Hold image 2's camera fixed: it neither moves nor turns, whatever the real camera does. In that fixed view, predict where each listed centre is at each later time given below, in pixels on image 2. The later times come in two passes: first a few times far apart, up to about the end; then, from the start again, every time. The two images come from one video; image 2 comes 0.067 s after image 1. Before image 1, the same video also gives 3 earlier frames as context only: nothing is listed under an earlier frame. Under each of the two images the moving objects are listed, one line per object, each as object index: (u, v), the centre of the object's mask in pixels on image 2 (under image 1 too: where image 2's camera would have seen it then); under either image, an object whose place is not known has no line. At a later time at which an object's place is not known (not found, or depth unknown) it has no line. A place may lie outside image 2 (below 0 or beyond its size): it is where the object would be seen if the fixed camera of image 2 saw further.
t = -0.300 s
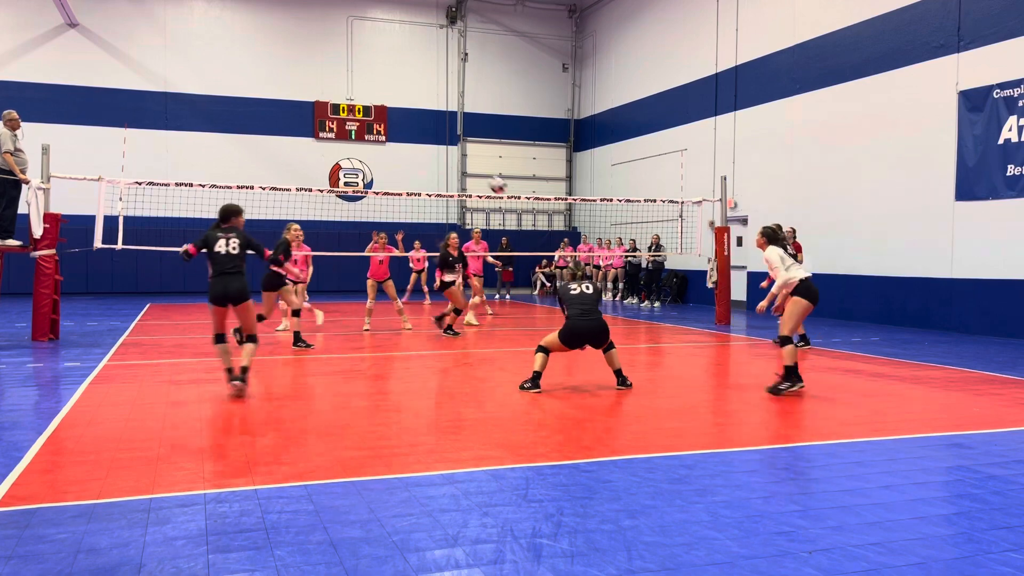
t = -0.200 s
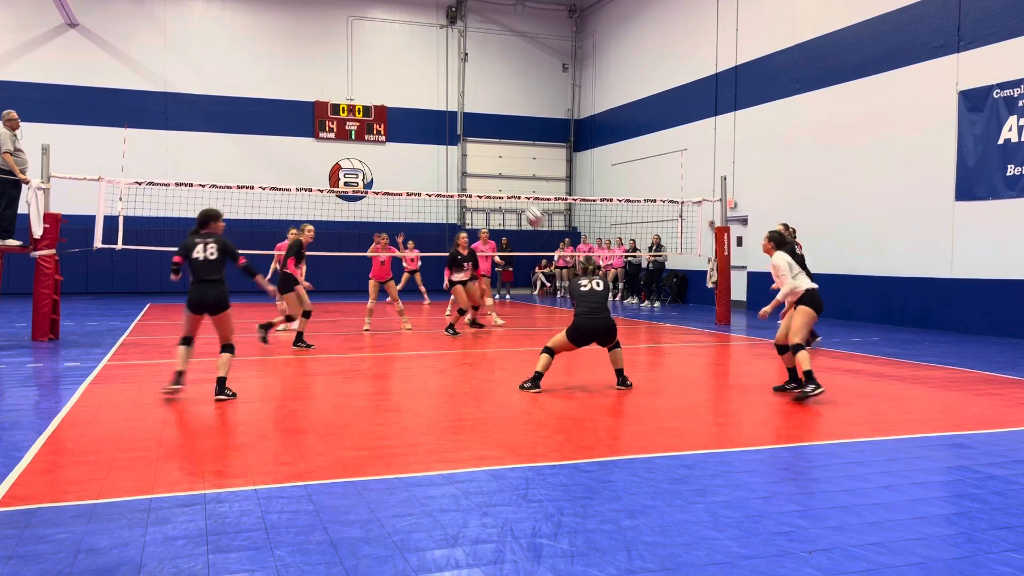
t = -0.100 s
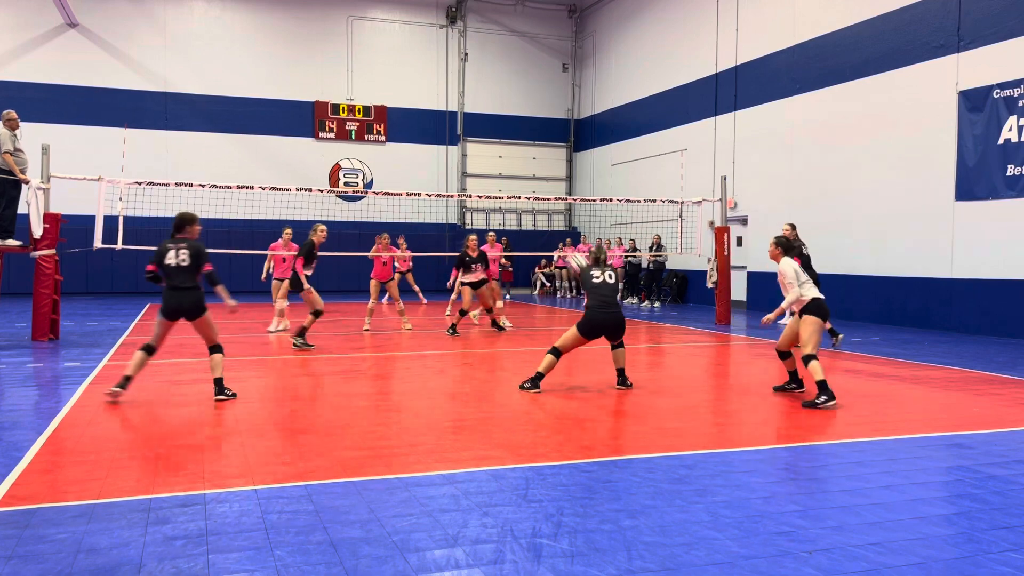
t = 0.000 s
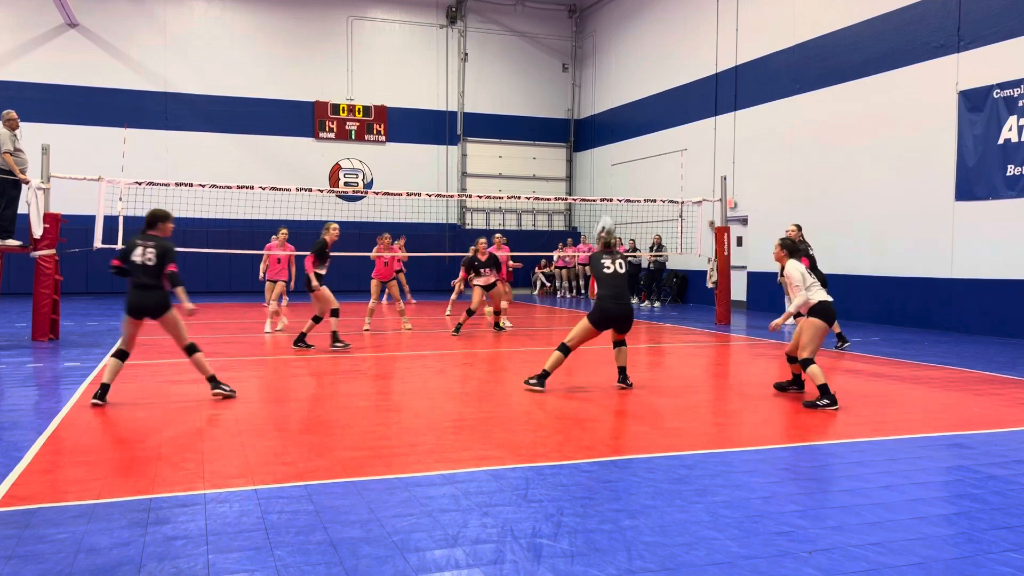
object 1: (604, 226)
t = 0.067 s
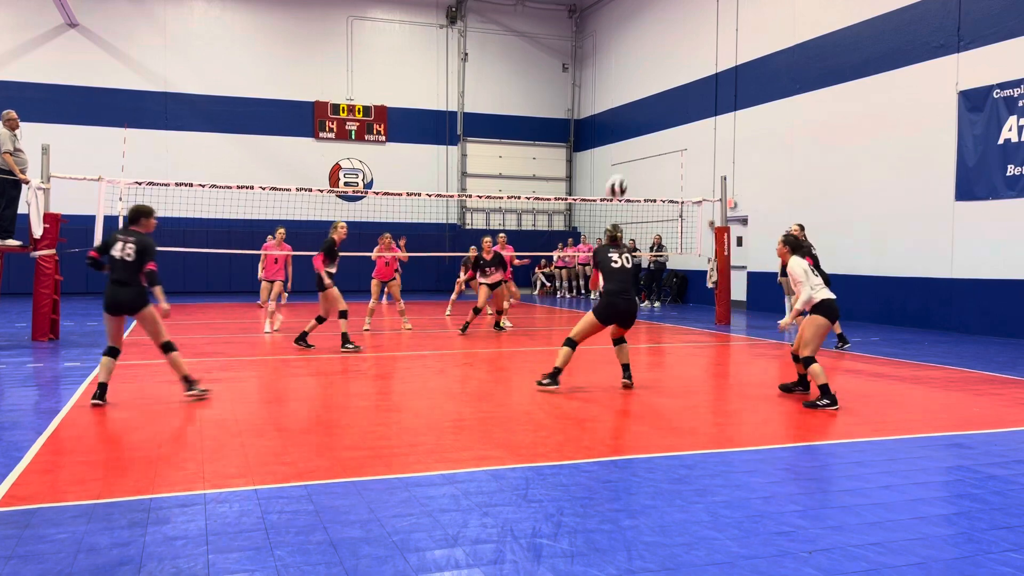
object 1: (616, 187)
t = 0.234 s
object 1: (645, 106)
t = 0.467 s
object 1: (682, 45)
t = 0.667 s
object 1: (710, 36)
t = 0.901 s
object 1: (741, 70)
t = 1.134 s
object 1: (767, 149)
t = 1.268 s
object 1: (780, 209)
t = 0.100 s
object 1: (622, 169)
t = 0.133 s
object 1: (628, 150)
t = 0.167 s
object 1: (634, 134)
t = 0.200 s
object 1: (639, 120)
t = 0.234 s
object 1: (645, 106)
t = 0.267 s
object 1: (650, 94)
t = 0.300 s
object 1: (656, 83)
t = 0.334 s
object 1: (661, 73)
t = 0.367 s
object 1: (666, 64)
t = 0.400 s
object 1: (671, 57)
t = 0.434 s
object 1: (676, 50)
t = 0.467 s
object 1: (682, 45)
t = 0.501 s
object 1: (687, 41)
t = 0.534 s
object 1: (691, 38)
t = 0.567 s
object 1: (696, 36)
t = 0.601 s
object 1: (701, 35)
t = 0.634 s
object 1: (706, 35)
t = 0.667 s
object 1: (710, 36)
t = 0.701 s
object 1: (715, 38)
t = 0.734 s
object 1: (719, 40)
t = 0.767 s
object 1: (724, 44)
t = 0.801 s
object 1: (728, 49)
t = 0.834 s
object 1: (732, 55)
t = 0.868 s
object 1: (736, 61)
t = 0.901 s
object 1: (741, 70)
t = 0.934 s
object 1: (745, 78)
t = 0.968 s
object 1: (748, 87)
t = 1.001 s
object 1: (753, 97)
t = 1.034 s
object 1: (756, 109)
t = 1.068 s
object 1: (760, 121)
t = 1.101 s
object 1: (764, 134)
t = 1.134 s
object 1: (767, 149)
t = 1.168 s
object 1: (770, 162)
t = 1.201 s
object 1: (774, 178)
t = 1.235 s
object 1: (777, 193)
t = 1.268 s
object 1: (780, 209)
